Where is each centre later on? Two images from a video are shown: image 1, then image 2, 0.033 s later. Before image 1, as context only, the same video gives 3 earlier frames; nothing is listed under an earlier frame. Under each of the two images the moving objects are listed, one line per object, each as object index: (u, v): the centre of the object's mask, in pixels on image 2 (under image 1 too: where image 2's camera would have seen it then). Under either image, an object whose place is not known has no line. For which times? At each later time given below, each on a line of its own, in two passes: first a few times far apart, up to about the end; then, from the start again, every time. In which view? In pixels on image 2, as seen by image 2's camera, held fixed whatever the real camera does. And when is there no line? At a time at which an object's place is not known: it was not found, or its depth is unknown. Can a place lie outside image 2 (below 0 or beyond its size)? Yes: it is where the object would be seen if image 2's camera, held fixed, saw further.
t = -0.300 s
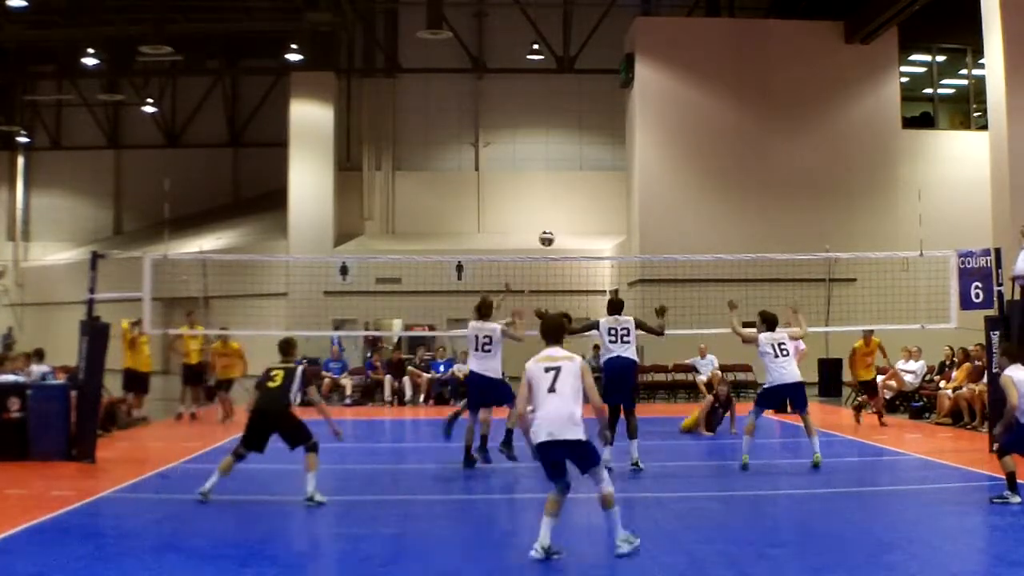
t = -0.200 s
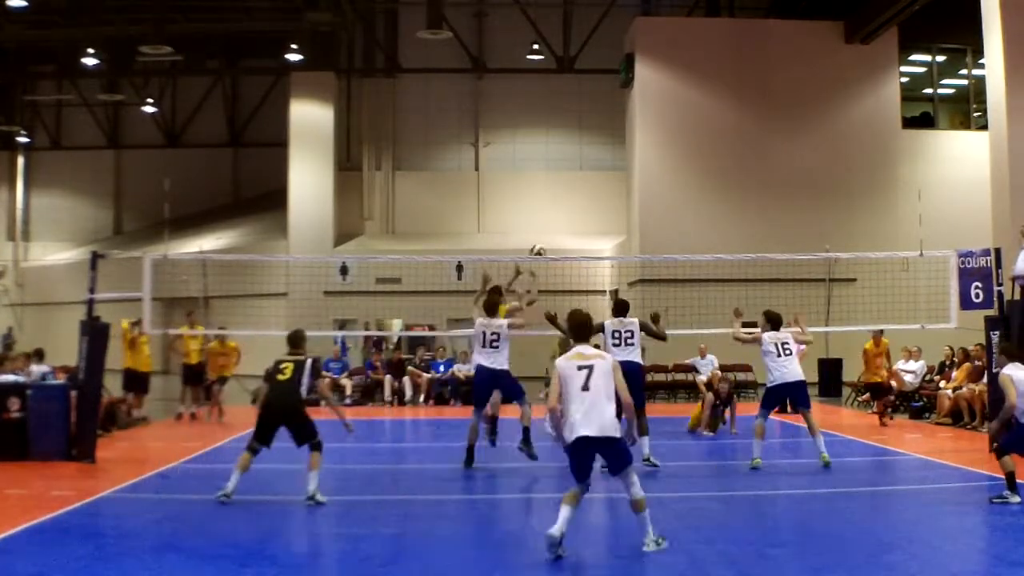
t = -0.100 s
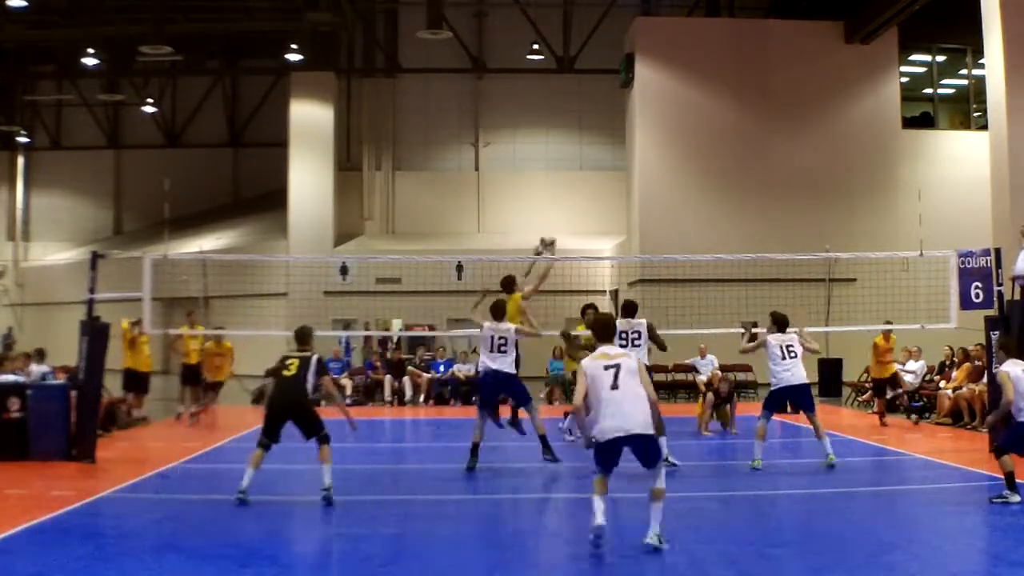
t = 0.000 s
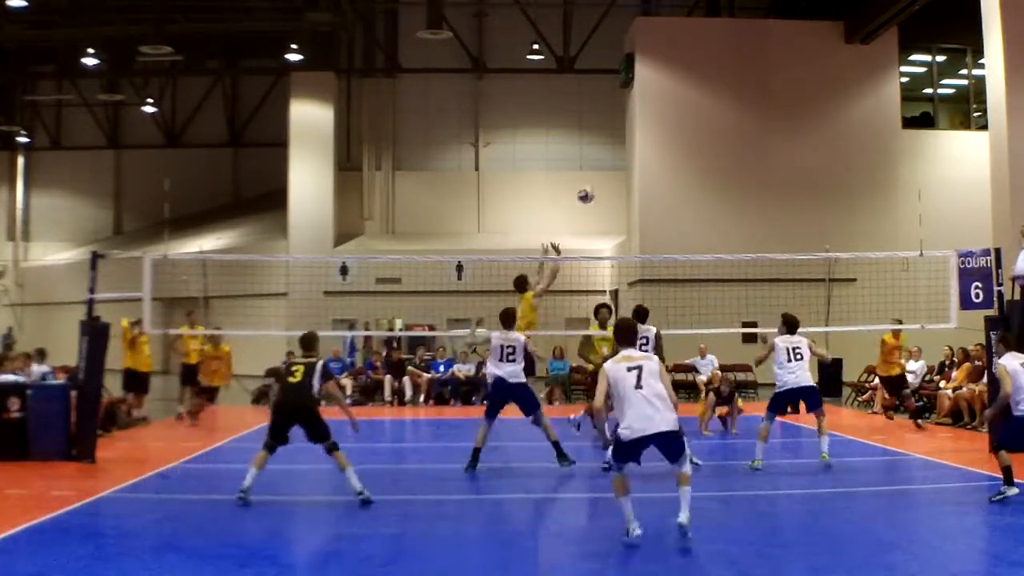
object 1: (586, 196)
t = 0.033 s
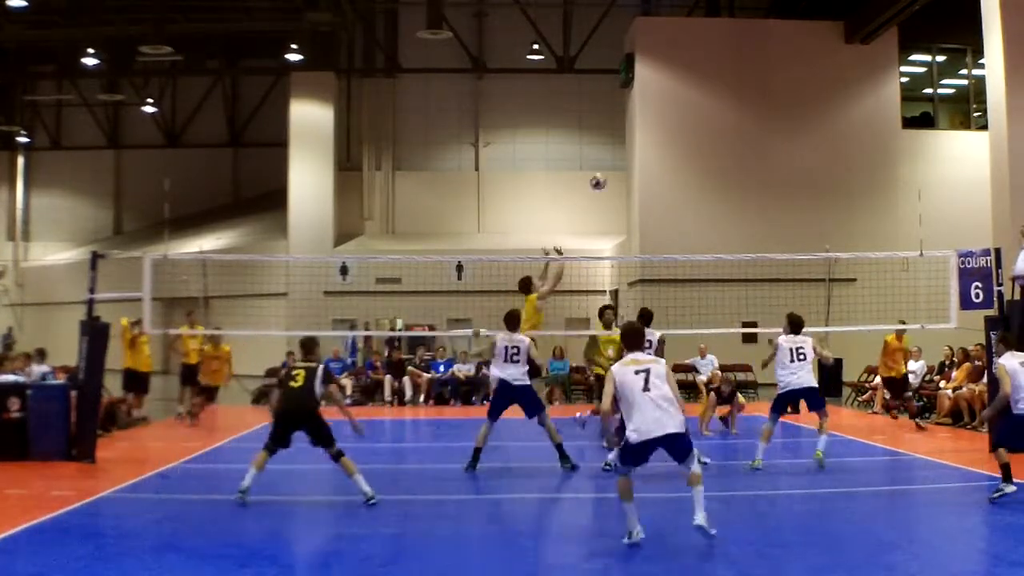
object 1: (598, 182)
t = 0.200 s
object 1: (658, 130)
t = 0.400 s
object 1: (723, 95)
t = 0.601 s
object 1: (785, 94)
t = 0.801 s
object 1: (844, 120)
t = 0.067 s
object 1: (609, 169)
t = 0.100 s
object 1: (622, 157)
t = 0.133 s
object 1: (634, 147)
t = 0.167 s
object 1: (646, 138)
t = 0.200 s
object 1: (658, 130)
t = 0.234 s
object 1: (670, 121)
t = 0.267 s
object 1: (680, 114)
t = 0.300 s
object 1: (692, 107)
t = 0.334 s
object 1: (702, 103)
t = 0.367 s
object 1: (713, 99)
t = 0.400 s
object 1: (723, 95)
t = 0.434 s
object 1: (734, 93)
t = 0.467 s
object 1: (744, 91)
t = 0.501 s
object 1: (755, 91)
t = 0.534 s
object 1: (764, 91)
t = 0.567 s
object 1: (775, 93)
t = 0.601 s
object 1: (785, 94)
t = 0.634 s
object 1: (794, 96)
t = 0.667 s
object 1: (805, 100)
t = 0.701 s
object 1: (815, 104)
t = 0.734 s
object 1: (825, 109)
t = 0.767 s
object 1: (834, 114)
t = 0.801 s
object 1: (844, 120)
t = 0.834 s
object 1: (855, 127)
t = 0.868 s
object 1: (863, 135)
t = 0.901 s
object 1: (873, 144)
